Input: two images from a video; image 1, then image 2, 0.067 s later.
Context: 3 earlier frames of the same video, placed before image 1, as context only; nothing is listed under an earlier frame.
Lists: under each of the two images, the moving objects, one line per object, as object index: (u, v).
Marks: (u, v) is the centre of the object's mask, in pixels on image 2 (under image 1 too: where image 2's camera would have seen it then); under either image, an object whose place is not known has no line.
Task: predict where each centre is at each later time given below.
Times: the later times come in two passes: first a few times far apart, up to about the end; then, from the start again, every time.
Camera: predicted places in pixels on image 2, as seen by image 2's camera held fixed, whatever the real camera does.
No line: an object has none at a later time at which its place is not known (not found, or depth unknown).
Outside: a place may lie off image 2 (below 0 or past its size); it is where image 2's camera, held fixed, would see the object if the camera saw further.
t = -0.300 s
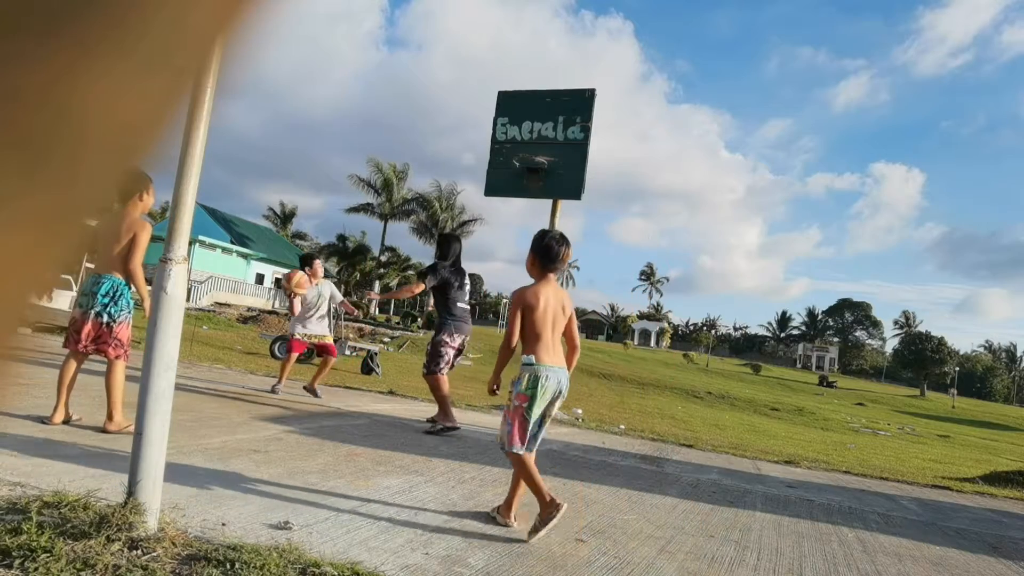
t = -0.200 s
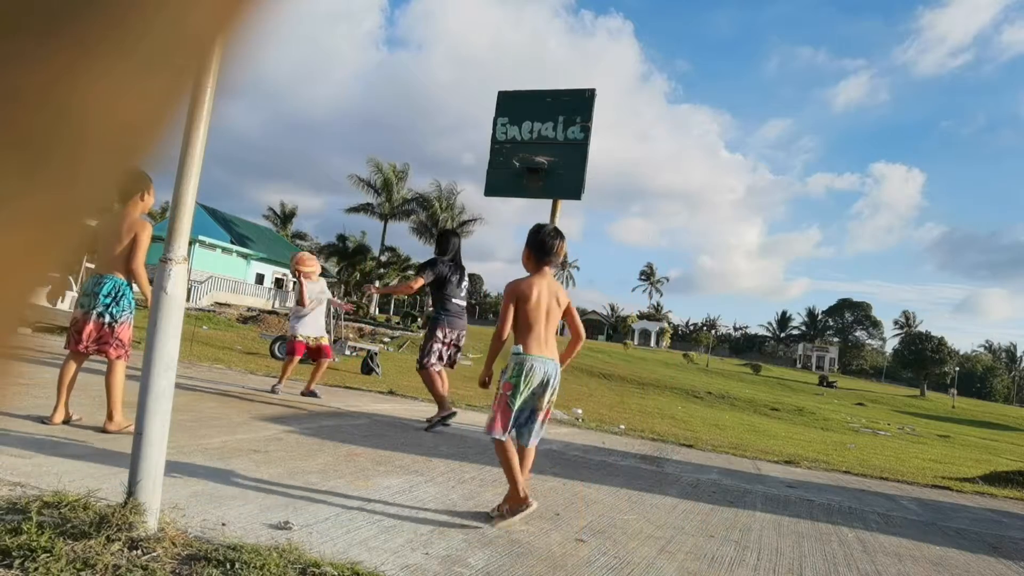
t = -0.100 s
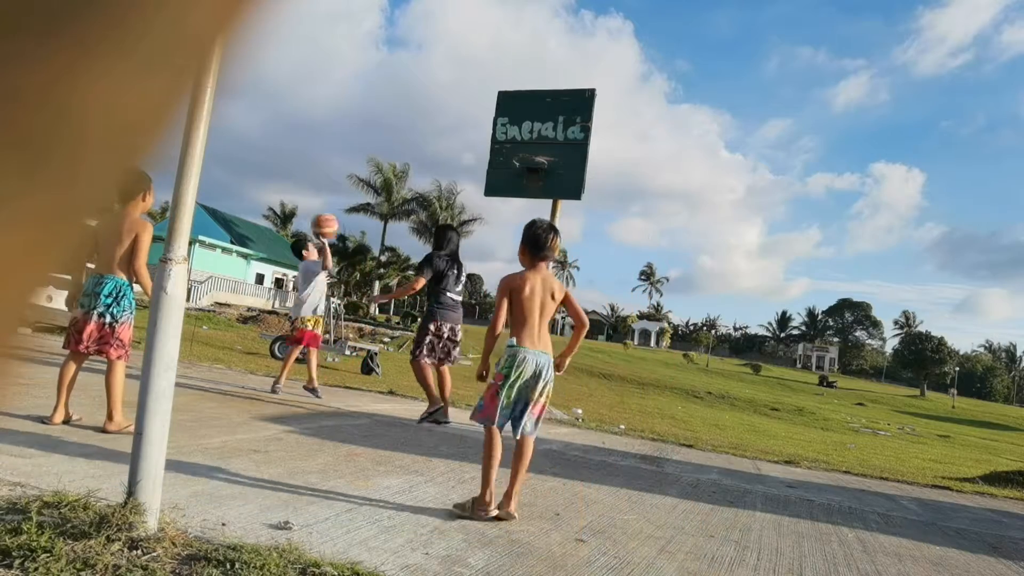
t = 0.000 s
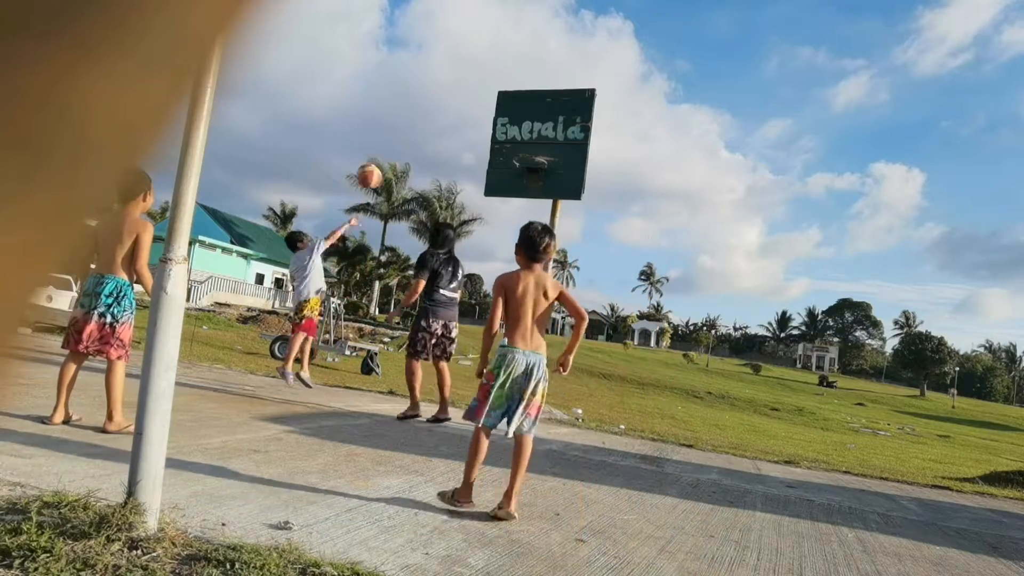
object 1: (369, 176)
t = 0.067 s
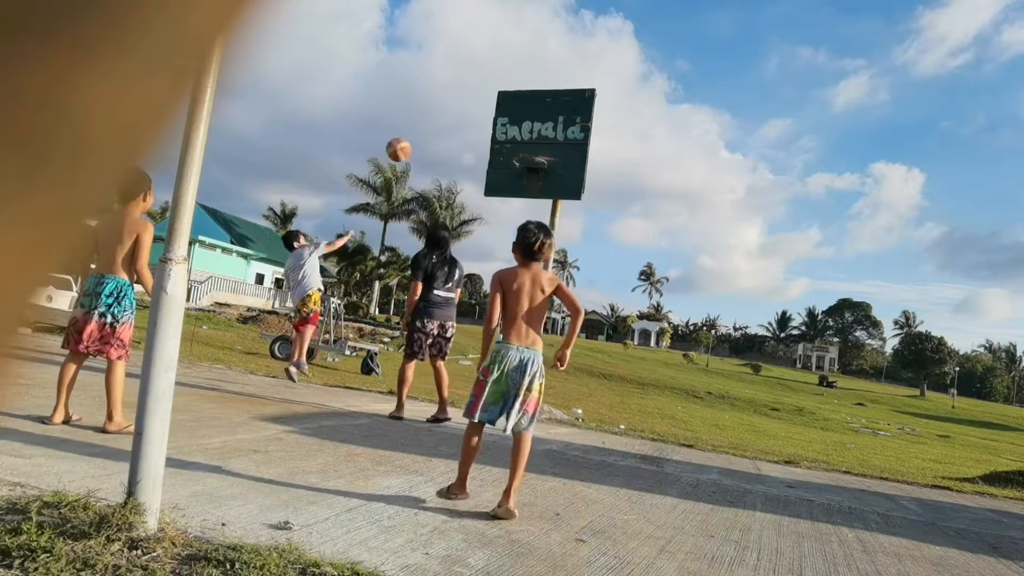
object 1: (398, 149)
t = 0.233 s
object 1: (463, 106)
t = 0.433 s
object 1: (527, 92)
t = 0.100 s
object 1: (412, 139)
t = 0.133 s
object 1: (426, 129)
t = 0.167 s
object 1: (439, 120)
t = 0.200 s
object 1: (451, 112)
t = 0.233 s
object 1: (463, 106)
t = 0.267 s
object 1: (475, 101)
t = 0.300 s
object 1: (486, 97)
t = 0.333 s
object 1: (497, 95)
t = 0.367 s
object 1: (507, 93)
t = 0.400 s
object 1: (518, 92)
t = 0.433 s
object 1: (527, 92)
